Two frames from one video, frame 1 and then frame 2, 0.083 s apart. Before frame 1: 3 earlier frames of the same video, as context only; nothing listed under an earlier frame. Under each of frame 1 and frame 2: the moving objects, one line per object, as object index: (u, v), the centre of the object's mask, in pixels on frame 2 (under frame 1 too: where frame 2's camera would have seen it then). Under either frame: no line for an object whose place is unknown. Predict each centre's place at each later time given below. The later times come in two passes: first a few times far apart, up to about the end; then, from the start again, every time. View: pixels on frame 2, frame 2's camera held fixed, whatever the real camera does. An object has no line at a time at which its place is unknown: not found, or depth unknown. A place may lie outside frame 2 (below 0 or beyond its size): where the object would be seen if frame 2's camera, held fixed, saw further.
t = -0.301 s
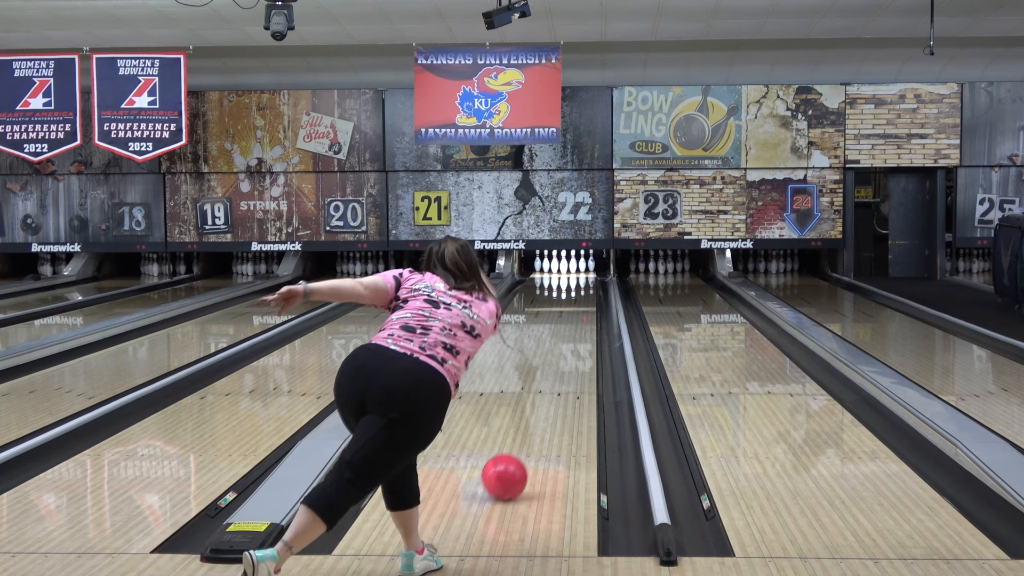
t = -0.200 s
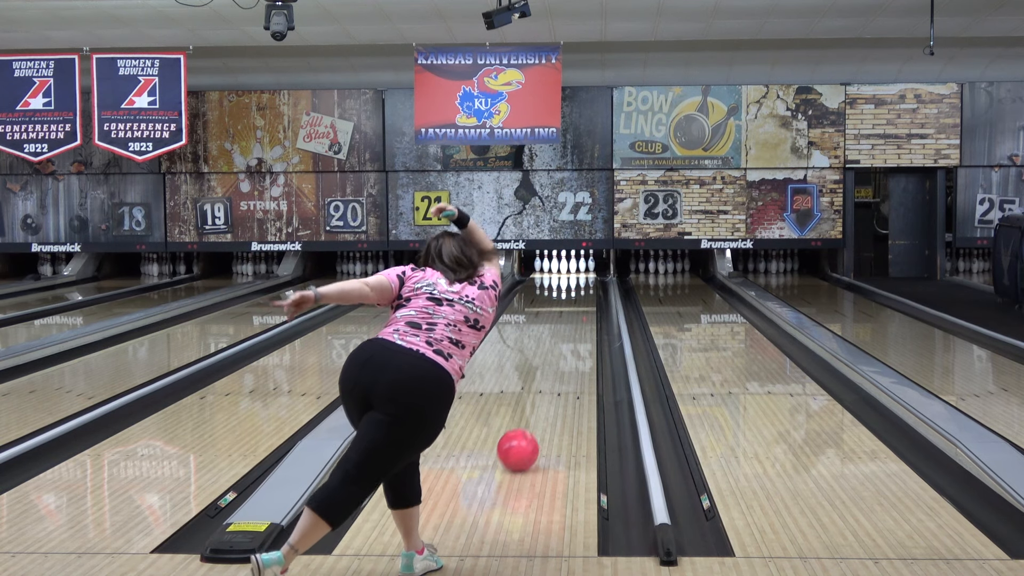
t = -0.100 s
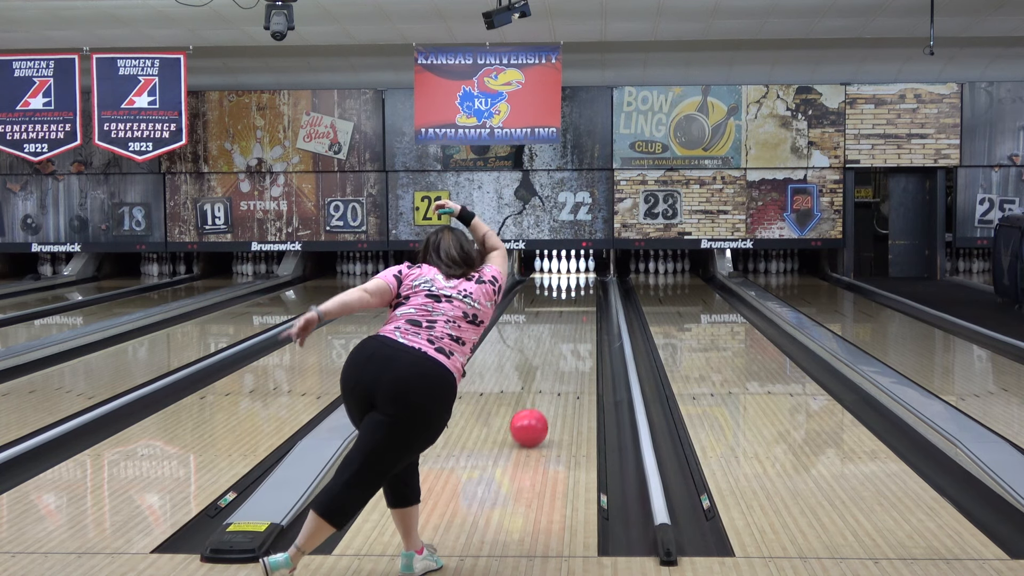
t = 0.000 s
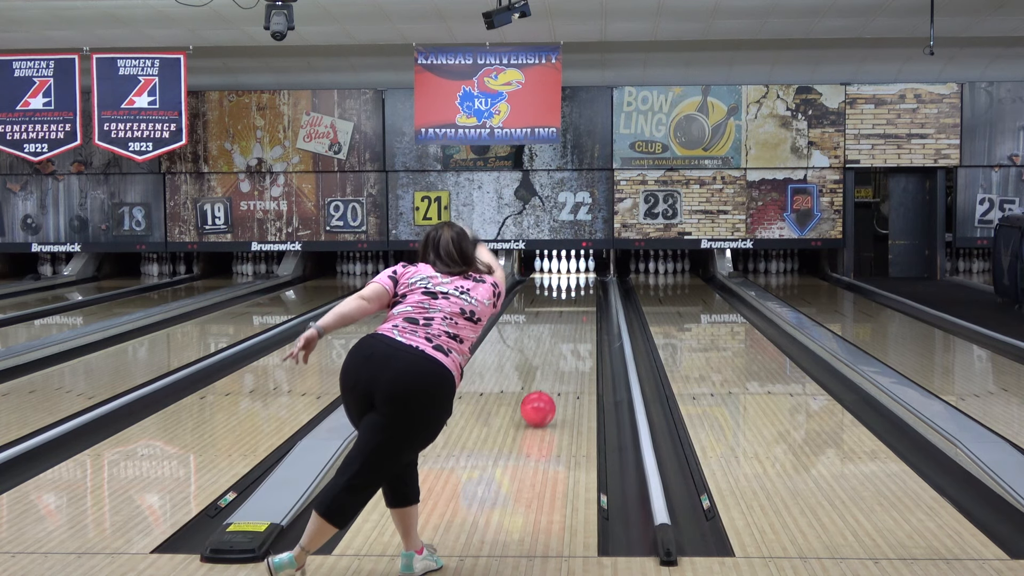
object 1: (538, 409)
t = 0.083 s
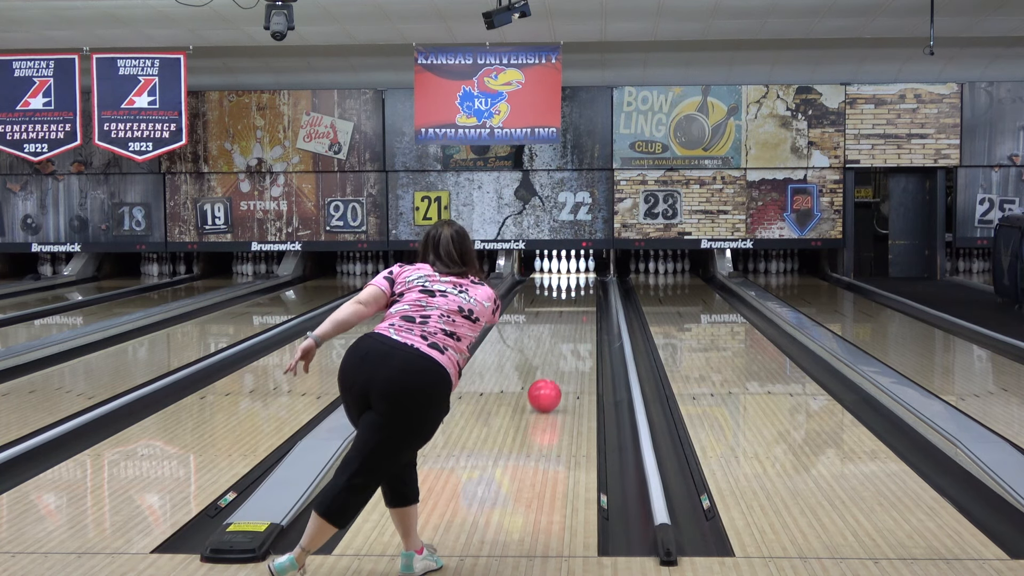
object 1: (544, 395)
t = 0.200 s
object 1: (552, 379)
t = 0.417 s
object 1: (563, 355)
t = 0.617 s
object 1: (571, 338)
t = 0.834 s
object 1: (577, 322)
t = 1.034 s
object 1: (581, 311)
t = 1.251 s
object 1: (583, 301)
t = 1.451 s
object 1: (584, 293)
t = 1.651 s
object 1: (584, 287)
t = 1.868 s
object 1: (582, 281)
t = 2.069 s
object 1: (577, 276)
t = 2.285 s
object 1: (571, 272)
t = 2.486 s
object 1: (567, 268)
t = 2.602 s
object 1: (565, 267)
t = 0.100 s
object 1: (546, 393)
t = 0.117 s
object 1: (547, 390)
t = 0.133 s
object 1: (548, 388)
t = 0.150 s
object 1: (549, 386)
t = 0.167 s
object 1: (550, 383)
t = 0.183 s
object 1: (551, 381)
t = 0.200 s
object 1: (552, 379)
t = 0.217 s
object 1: (553, 377)
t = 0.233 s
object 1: (554, 375)
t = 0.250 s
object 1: (555, 373)
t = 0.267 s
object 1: (556, 371)
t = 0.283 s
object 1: (557, 369)
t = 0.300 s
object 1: (558, 367)
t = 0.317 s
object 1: (559, 365)
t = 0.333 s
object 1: (559, 363)
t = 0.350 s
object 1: (560, 362)
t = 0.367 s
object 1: (561, 360)
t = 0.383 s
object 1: (562, 358)
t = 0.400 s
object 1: (563, 356)
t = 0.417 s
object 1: (563, 355)
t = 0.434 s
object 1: (564, 353)
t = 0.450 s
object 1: (565, 352)
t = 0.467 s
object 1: (566, 350)
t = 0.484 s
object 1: (566, 349)
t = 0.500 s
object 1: (567, 347)
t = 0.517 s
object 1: (567, 346)
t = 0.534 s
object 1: (568, 344)
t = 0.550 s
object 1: (568, 343)
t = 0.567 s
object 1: (569, 341)
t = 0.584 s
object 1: (570, 340)
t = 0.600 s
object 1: (570, 339)
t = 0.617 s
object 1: (571, 338)
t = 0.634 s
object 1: (571, 336)
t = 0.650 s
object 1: (572, 335)
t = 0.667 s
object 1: (572, 334)
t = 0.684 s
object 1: (573, 333)
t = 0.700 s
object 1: (573, 331)
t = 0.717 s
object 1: (574, 330)
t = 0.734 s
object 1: (574, 329)
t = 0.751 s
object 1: (575, 328)
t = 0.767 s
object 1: (575, 327)
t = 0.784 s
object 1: (576, 325)
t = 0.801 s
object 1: (576, 325)
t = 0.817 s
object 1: (576, 324)
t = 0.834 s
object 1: (577, 322)
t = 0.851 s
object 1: (577, 321)
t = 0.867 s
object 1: (577, 320)
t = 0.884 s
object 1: (578, 319)
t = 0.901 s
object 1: (578, 318)
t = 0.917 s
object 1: (579, 318)
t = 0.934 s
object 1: (579, 316)
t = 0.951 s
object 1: (579, 315)
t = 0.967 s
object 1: (579, 315)
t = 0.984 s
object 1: (579, 314)
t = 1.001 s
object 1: (580, 313)
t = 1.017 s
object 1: (580, 312)
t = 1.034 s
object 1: (581, 311)
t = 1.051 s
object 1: (581, 310)
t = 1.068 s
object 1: (581, 309)
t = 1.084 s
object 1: (581, 308)
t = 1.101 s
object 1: (582, 307)
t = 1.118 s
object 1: (582, 307)
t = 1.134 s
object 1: (582, 306)
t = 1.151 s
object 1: (582, 305)
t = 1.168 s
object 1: (582, 305)
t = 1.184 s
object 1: (583, 304)
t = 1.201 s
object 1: (583, 303)
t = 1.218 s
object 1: (583, 302)
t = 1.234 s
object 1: (583, 302)
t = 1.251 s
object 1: (583, 301)
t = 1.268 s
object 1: (583, 300)
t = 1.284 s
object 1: (584, 299)
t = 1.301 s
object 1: (584, 299)
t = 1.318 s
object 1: (584, 298)
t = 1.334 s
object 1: (584, 298)
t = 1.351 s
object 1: (584, 297)
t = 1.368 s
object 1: (584, 297)
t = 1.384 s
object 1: (584, 296)
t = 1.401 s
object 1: (584, 295)
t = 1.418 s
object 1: (584, 294)
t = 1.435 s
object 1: (584, 294)
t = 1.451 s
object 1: (584, 293)
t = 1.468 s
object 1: (584, 293)
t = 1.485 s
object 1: (584, 292)
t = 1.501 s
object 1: (584, 291)
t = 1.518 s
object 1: (585, 291)
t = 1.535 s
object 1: (585, 290)
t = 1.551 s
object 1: (585, 290)
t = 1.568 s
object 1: (585, 289)
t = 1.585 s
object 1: (585, 289)
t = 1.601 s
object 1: (584, 288)
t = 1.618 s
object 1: (584, 288)
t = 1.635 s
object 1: (584, 287)
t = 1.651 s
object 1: (584, 287)
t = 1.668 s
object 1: (584, 286)
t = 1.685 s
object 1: (584, 286)
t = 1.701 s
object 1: (584, 285)
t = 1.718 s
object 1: (584, 285)
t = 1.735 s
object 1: (584, 284)
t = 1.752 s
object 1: (583, 284)
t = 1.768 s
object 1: (583, 283)
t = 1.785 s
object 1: (583, 283)
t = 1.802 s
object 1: (583, 282)
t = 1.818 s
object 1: (583, 282)
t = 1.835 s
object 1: (582, 281)
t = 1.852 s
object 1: (582, 281)
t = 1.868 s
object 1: (582, 281)
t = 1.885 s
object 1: (581, 281)
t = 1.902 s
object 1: (581, 280)
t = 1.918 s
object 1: (581, 280)
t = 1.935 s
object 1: (580, 279)
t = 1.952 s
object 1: (580, 279)
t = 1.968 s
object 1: (580, 278)
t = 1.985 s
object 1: (579, 278)
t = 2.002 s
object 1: (579, 277)
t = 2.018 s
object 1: (578, 277)
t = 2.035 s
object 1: (578, 276)
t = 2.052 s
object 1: (577, 276)
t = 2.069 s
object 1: (577, 276)
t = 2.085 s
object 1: (577, 275)
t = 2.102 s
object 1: (576, 275)
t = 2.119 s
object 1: (575, 275)
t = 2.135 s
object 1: (575, 274)
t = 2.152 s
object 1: (575, 274)
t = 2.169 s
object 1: (574, 274)
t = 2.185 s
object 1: (574, 274)
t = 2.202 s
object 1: (573, 273)
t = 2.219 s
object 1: (573, 273)
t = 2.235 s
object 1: (572, 273)
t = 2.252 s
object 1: (572, 272)
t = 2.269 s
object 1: (572, 272)
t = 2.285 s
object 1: (571, 272)
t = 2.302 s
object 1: (571, 271)
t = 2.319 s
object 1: (571, 271)
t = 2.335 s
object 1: (570, 271)
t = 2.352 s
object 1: (570, 270)
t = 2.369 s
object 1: (569, 270)
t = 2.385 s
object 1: (569, 270)
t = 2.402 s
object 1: (568, 269)
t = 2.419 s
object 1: (568, 269)
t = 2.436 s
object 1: (568, 269)
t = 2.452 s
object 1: (567, 268)
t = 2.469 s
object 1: (567, 268)
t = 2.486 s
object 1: (567, 268)
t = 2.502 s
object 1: (567, 268)
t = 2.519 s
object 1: (567, 267)
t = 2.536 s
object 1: (567, 267)
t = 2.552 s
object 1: (567, 267)
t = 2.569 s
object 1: (566, 267)
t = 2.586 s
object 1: (566, 267)
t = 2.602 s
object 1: (565, 267)
